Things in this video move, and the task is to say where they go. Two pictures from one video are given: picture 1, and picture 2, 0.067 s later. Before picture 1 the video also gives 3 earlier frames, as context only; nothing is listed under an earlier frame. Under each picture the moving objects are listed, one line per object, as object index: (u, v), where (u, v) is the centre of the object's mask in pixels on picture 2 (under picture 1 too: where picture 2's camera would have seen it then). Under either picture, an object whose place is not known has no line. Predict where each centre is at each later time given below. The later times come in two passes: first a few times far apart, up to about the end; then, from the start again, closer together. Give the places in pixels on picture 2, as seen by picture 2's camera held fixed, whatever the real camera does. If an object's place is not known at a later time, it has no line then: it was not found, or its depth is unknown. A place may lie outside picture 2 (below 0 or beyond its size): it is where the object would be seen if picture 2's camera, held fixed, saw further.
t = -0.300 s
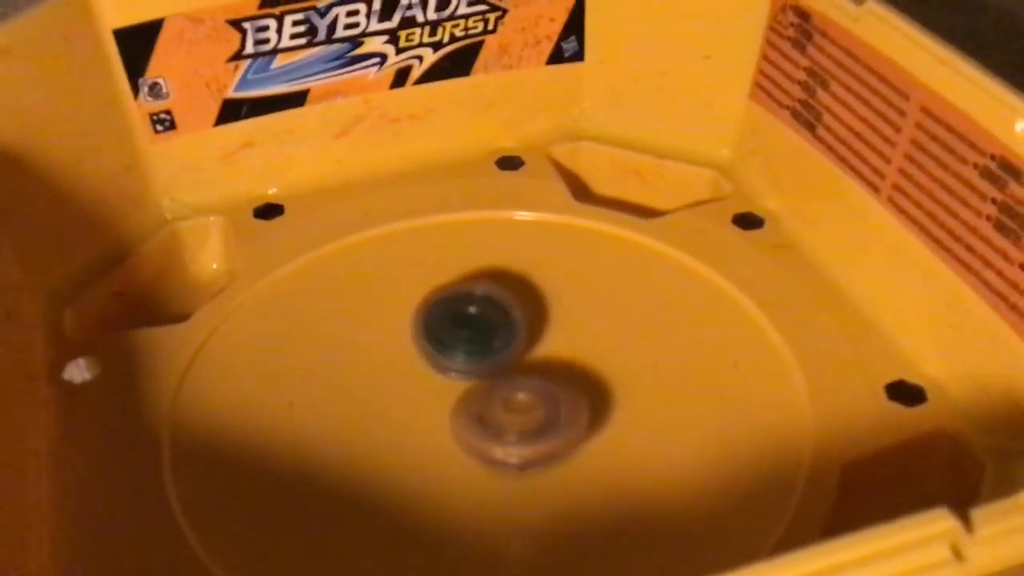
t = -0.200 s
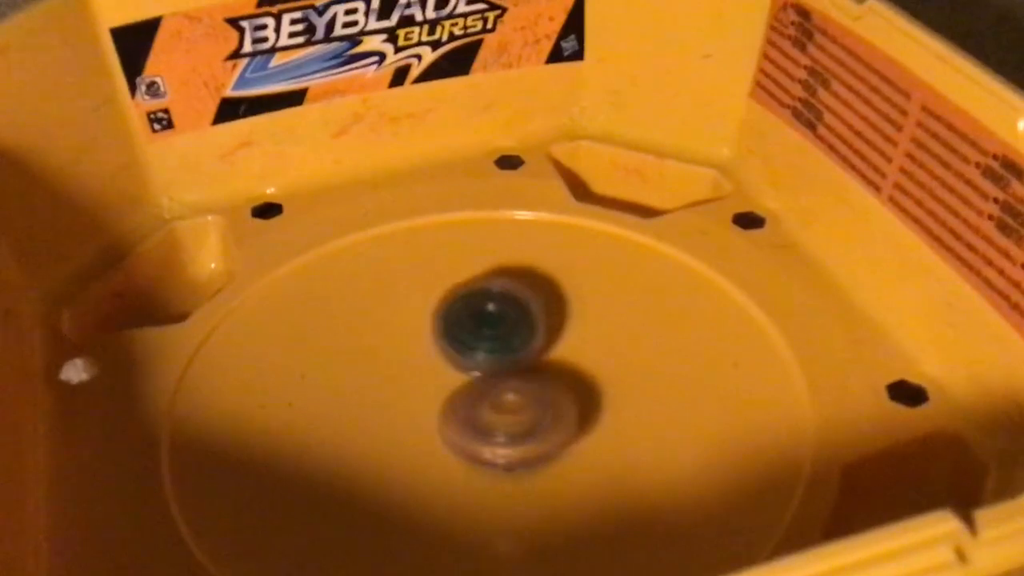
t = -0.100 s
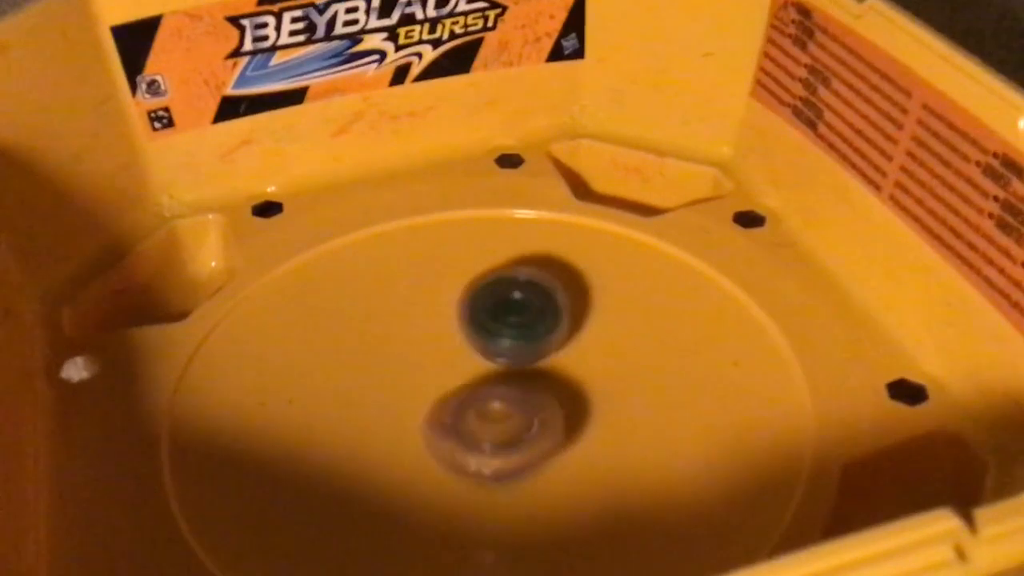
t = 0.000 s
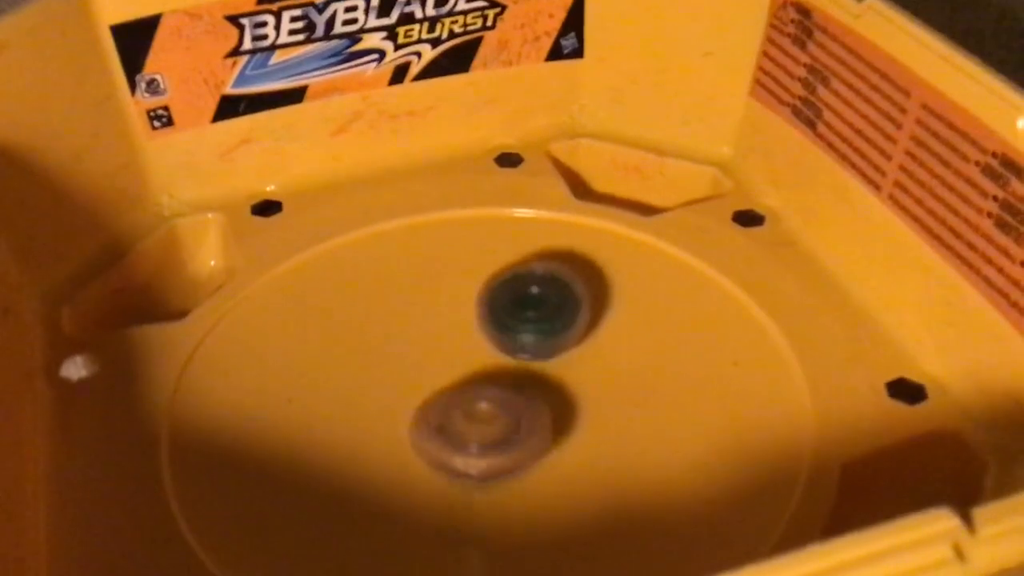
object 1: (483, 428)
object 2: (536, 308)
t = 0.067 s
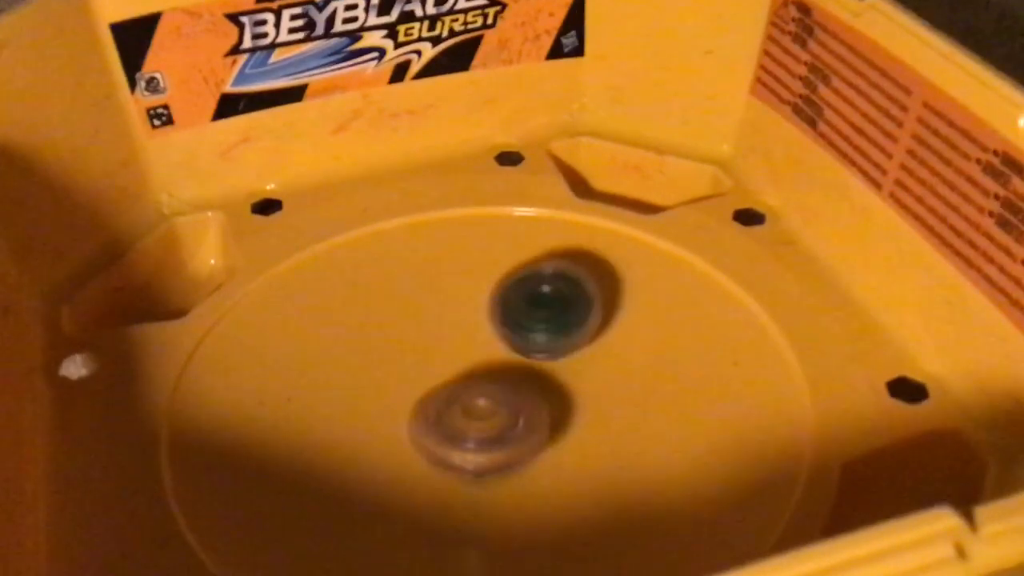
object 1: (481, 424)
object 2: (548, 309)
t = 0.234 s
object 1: (478, 415)
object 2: (571, 320)
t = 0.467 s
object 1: (455, 397)
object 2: (608, 349)
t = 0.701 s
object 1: (457, 385)
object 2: (619, 384)
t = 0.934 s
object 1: (464, 368)
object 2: (604, 430)
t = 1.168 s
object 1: (475, 360)
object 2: (568, 462)
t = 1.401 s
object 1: (496, 364)
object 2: (503, 473)
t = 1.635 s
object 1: (514, 362)
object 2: (446, 457)
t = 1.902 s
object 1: (553, 357)
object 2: (394, 421)
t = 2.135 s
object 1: (552, 365)
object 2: (400, 380)
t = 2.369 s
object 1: (550, 388)
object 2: (422, 343)
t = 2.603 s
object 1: (535, 412)
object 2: (461, 315)
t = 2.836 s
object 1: (507, 416)
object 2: (504, 309)
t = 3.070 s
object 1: (482, 411)
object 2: (548, 327)
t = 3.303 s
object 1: (450, 407)
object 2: (595, 345)
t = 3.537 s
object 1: (460, 394)
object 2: (598, 384)
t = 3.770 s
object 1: (459, 381)
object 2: (586, 421)
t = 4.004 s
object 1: (473, 366)
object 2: (544, 453)
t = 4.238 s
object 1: (496, 348)
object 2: (494, 478)
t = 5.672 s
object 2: (469, 338)
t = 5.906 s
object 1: (527, 421)
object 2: (494, 329)
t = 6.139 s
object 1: (511, 431)
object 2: (519, 311)
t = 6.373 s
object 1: (519, 425)
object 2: (529, 326)
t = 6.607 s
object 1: (506, 432)
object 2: (523, 335)
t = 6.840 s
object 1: (463, 445)
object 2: (526, 324)
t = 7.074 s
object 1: (452, 411)
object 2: (532, 322)
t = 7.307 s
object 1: (478, 404)
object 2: (547, 318)
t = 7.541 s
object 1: (529, 440)
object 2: (518, 339)
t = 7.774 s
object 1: (513, 449)
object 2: (459, 364)
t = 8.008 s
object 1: (514, 427)
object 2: (417, 344)
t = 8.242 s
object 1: (554, 400)
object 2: (423, 340)
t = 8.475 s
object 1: (566, 409)
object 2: (457, 362)
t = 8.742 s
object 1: (535, 434)
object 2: (451, 355)
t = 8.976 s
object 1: (547, 423)
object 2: (458, 347)
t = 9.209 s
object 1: (526, 455)
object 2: (507, 343)
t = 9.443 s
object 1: (488, 447)
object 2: (531, 379)
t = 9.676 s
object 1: (471, 463)
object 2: (549, 376)
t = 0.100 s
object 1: (481, 423)
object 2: (552, 310)
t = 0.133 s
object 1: (480, 421)
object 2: (559, 311)
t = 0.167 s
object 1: (480, 419)
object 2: (563, 314)
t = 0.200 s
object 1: (479, 417)
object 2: (567, 316)
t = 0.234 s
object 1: (478, 415)
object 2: (571, 320)
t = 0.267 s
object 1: (477, 412)
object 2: (575, 324)
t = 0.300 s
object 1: (477, 410)
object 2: (578, 328)
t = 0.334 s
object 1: (476, 407)
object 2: (581, 333)
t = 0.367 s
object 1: (476, 405)
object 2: (584, 338)
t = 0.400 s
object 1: (475, 402)
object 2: (586, 344)
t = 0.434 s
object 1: (463, 400)
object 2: (600, 346)
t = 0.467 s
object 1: (455, 397)
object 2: (608, 349)
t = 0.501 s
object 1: (452, 395)
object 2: (612, 353)
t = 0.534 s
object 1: (450, 393)
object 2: (615, 358)
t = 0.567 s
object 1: (451, 391)
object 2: (618, 362)
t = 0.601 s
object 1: (452, 389)
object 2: (619, 368)
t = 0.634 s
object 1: (453, 388)
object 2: (620, 373)
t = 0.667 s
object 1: (455, 387)
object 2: (620, 379)
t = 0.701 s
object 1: (457, 385)
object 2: (619, 384)
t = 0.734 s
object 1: (459, 385)
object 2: (616, 390)
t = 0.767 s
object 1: (461, 383)
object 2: (614, 396)
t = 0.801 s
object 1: (464, 381)
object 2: (610, 401)
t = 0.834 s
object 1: (468, 380)
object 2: (605, 407)
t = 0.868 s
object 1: (472, 379)
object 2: (600, 412)
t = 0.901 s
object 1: (472, 375)
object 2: (598, 419)
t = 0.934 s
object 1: (464, 368)
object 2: (604, 430)
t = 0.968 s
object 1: (461, 362)
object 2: (601, 437)
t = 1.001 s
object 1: (463, 358)
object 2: (598, 442)
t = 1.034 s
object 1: (464, 358)
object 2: (594, 447)
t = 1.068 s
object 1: (467, 357)
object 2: (589, 451)
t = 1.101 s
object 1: (470, 358)
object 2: (582, 456)
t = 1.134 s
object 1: (474, 358)
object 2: (575, 459)
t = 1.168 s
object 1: (475, 360)
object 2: (568, 462)
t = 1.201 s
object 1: (479, 361)
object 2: (560, 465)
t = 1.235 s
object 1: (480, 364)
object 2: (551, 466)
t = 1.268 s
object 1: (484, 364)
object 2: (543, 467)
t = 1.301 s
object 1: (486, 366)
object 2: (531, 469)
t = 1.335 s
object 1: (488, 367)
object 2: (522, 467)
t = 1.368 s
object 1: (491, 367)
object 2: (514, 466)
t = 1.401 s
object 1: (496, 364)
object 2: (503, 473)
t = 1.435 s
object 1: (502, 358)
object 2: (492, 475)
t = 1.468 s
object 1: (505, 358)
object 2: (484, 473)
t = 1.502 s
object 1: (508, 357)
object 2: (476, 471)
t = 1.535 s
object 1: (509, 359)
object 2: (468, 469)
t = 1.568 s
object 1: (512, 359)
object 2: (462, 466)
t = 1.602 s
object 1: (514, 360)
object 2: (454, 462)
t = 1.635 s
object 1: (514, 362)
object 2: (446, 457)
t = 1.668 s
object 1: (517, 363)
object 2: (440, 453)
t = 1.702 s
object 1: (518, 364)
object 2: (436, 447)
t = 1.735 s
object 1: (520, 365)
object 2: (430, 441)
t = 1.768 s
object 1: (527, 364)
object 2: (419, 439)
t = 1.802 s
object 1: (538, 360)
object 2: (407, 436)
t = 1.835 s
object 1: (547, 357)
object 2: (401, 431)
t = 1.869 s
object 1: (550, 357)
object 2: (397, 427)
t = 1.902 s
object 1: (553, 357)
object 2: (394, 421)
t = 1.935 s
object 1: (555, 358)
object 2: (392, 415)
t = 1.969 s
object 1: (555, 359)
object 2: (390, 409)
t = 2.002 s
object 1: (555, 360)
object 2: (391, 403)
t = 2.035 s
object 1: (553, 362)
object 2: (392, 397)
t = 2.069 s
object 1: (553, 363)
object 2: (394, 391)
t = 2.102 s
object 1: (552, 365)
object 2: (396, 385)
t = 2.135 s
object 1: (552, 365)
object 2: (400, 380)
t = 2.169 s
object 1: (550, 368)
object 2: (403, 375)
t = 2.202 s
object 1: (547, 371)
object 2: (409, 369)
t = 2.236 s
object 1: (548, 373)
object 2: (413, 364)
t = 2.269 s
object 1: (553, 378)
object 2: (411, 357)
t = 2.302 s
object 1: (555, 381)
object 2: (413, 351)
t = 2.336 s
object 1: (552, 385)
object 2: (417, 347)
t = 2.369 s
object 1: (550, 388)
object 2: (422, 343)
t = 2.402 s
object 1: (548, 391)
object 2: (427, 339)
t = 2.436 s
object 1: (545, 392)
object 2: (435, 335)
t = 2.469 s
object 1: (542, 394)
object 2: (441, 333)
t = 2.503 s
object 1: (540, 396)
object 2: (447, 330)
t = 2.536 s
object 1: (535, 402)
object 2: (453, 326)
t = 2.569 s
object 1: (536, 409)
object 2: (456, 318)
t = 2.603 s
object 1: (535, 412)
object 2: (461, 315)
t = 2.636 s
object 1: (534, 412)
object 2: (468, 312)
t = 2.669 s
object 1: (529, 416)
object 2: (472, 310)
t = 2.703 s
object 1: (526, 416)
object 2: (479, 309)
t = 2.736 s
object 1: (520, 417)
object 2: (485, 308)
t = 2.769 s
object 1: (515, 417)
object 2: (491, 308)
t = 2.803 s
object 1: (510, 417)
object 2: (497, 308)
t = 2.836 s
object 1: (507, 416)
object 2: (504, 309)
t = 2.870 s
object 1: (505, 414)
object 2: (511, 310)
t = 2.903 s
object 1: (503, 413)
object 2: (517, 313)
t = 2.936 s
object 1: (500, 412)
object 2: (524, 315)
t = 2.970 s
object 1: (497, 411)
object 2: (530, 318)
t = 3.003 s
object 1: (492, 411)
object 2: (536, 320)
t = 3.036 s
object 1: (488, 411)
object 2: (542, 324)
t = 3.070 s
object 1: (482, 411)
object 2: (548, 327)
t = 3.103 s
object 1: (476, 411)
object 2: (556, 330)
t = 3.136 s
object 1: (468, 410)
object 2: (568, 328)
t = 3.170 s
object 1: (461, 410)
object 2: (576, 330)
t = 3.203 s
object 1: (457, 408)
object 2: (582, 332)
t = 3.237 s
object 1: (452, 409)
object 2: (587, 336)
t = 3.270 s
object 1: (451, 408)
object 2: (591, 341)
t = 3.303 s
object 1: (450, 407)
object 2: (595, 345)
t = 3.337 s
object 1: (452, 404)
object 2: (597, 350)
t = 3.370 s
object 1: (453, 401)
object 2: (598, 356)
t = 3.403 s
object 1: (452, 402)
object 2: (598, 361)
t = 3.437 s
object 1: (455, 401)
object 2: (598, 367)
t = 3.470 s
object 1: (457, 399)
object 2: (597, 373)
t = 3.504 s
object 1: (460, 397)
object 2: (595, 379)
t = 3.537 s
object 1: (460, 394)
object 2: (598, 384)
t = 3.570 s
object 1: (452, 390)
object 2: (606, 390)
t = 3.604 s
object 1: (448, 388)
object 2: (606, 396)
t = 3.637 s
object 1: (449, 387)
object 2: (605, 401)
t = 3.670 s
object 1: (452, 384)
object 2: (602, 406)
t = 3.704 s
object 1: (452, 383)
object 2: (597, 412)
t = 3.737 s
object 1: (455, 382)
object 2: (593, 416)
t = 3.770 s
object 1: (459, 381)
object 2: (586, 421)
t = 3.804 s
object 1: (461, 380)
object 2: (581, 426)
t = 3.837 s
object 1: (462, 374)
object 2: (580, 433)
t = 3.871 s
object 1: (463, 373)
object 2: (574, 438)
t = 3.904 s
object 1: (465, 372)
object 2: (567, 443)
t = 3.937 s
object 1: (470, 370)
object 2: (559, 446)
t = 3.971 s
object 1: (472, 369)
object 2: (553, 451)
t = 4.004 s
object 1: (473, 366)
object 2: (544, 453)
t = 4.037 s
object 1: (477, 364)
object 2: (536, 454)
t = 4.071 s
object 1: (483, 364)
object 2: (529, 456)
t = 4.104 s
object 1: (487, 358)
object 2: (523, 466)
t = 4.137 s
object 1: (486, 351)
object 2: (517, 474)
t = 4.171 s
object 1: (489, 348)
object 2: (508, 477)
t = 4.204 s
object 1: (493, 348)
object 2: (500, 478)
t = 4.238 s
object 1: (496, 348)
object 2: (494, 478)
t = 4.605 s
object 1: (522, 367)
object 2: (431, 441)
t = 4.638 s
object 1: (529, 366)
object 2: (420, 441)
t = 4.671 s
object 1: (536, 364)
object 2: (411, 439)
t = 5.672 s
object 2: (469, 338)
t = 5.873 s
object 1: (530, 422)
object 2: (491, 330)
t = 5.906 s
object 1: (527, 421)
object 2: (494, 329)
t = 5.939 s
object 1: (526, 421)
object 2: (496, 327)
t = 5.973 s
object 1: (520, 431)
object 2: (503, 318)
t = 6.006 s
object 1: (516, 435)
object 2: (509, 314)
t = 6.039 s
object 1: (512, 436)
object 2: (512, 312)
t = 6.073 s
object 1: (511, 434)
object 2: (514, 311)
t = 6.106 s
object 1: (509, 433)
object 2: (516, 311)
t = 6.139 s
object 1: (511, 431)
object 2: (519, 311)
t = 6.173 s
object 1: (511, 430)
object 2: (522, 311)
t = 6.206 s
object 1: (511, 428)
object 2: (524, 313)
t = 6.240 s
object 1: (512, 427)
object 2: (526, 315)
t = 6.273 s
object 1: (513, 427)
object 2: (528, 318)
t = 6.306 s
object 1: (514, 426)
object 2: (528, 321)
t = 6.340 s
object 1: (515, 425)
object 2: (529, 323)
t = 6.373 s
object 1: (519, 425)
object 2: (529, 326)
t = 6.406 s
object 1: (516, 429)
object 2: (530, 326)
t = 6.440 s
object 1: (513, 428)
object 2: (530, 327)
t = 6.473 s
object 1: (511, 430)
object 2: (529, 330)
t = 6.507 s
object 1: (507, 429)
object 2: (529, 329)
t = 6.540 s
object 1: (506, 430)
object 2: (527, 332)
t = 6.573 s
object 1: (506, 431)
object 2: (523, 334)
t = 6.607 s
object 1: (506, 432)
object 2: (523, 335)
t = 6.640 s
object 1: (499, 438)
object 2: (528, 329)
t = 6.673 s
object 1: (489, 444)
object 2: (533, 325)
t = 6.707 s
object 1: (481, 447)
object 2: (532, 325)
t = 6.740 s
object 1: (477, 447)
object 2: (530, 324)
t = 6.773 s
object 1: (471, 446)
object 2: (529, 323)
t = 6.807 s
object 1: (463, 446)
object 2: (528, 323)
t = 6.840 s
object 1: (463, 445)
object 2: (526, 324)
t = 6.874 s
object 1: (459, 440)
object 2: (525, 323)
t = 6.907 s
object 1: (455, 437)
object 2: (523, 324)
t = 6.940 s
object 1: (456, 432)
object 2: (520, 326)
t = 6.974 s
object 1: (456, 426)
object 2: (519, 326)
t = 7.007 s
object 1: (459, 418)
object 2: (517, 327)
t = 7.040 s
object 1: (459, 416)
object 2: (519, 327)
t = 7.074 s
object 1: (452, 411)
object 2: (532, 322)
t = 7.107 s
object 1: (445, 416)
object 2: (541, 317)
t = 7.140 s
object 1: (441, 410)
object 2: (548, 316)
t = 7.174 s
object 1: (442, 410)
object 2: (547, 317)
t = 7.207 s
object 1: (443, 409)
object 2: (545, 318)
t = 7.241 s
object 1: (454, 406)
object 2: (546, 317)
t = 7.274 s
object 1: (466, 405)
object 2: (547, 317)
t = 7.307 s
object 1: (478, 404)
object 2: (547, 318)
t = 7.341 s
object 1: (489, 410)
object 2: (545, 319)
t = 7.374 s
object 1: (501, 415)
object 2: (542, 320)
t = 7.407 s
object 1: (506, 419)
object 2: (539, 322)
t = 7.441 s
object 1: (514, 424)
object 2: (535, 326)
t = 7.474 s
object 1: (522, 429)
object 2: (532, 330)
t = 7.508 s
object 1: (527, 435)
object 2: (525, 335)
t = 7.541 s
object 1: (529, 440)
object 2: (518, 339)
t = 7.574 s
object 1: (528, 444)
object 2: (512, 344)
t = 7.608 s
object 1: (529, 447)
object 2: (504, 348)
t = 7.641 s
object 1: (526, 449)
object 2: (495, 353)
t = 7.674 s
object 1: (522, 449)
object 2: (486, 357)
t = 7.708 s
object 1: (520, 449)
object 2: (476, 361)
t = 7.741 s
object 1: (517, 448)
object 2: (469, 363)
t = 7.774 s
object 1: (513, 449)
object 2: (459, 364)
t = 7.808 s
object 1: (515, 446)
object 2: (451, 366)
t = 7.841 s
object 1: (512, 443)
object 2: (445, 364)
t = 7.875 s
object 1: (509, 439)
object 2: (432, 359)
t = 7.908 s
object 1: (508, 438)
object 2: (428, 355)
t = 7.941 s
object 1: (506, 434)
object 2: (422, 351)
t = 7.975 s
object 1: (512, 427)
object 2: (417, 348)
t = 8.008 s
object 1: (514, 427)
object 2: (417, 344)
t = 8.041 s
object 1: (521, 416)
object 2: (415, 342)
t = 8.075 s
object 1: (524, 414)
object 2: (417, 340)
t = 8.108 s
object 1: (529, 410)
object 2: (416, 339)
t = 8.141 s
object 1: (537, 405)
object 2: (417, 339)
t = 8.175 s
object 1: (543, 403)
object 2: (418, 338)
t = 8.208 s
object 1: (549, 401)
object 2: (421, 339)
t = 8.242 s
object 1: (554, 400)
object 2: (423, 340)
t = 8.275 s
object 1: (559, 400)
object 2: (428, 341)
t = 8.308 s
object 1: (562, 400)
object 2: (434, 344)
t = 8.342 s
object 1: (563, 401)
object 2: (441, 349)
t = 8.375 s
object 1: (563, 400)
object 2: (448, 355)
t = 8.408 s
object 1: (563, 402)
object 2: (457, 361)
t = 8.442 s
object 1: (566, 408)
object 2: (455, 362)
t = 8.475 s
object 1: (566, 409)
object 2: (457, 362)
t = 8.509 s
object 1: (564, 413)
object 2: (456, 364)
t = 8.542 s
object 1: (558, 417)
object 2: (457, 366)
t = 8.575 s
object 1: (554, 423)
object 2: (455, 365)
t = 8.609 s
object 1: (553, 425)
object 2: (454, 363)
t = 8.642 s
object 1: (548, 432)
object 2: (456, 363)
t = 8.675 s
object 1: (539, 433)
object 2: (452, 361)
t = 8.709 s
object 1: (541, 433)
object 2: (451, 359)
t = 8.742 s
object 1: (535, 434)
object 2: (451, 355)
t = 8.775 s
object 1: (531, 431)
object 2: (448, 351)
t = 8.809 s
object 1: (537, 426)
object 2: (449, 349)
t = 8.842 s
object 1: (540, 428)
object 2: (450, 347)
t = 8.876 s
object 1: (541, 426)
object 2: (451, 346)
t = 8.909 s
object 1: (544, 422)
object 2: (453, 345)
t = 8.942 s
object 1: (548, 425)
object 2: (457, 346)
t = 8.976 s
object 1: (547, 423)
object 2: (458, 347)
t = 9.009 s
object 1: (546, 421)
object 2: (460, 347)
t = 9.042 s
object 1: (544, 432)
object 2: (471, 340)
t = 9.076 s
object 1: (541, 445)
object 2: (480, 334)
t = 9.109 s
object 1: (534, 450)
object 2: (489, 335)
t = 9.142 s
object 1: (531, 454)
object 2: (493, 337)
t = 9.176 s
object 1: (527, 457)
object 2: (501, 338)
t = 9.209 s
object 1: (526, 455)
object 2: (507, 343)
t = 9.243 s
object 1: (522, 458)
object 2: (510, 348)
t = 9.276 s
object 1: (518, 457)
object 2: (516, 354)
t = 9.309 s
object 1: (520, 452)
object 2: (519, 361)
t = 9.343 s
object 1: (511, 453)
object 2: (522, 368)
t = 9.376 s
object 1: (511, 453)
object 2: (524, 374)
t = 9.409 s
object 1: (497, 447)
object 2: (527, 377)
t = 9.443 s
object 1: (488, 447)
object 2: (531, 379)
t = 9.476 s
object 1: (476, 449)
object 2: (541, 379)
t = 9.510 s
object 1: (462, 450)
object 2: (546, 377)
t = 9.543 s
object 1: (460, 451)
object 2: (550, 380)
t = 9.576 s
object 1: (459, 450)
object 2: (551, 380)
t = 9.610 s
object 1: (464, 452)
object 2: (548, 377)
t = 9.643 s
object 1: (469, 460)
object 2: (547, 377)
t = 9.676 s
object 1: (471, 463)
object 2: (549, 376)
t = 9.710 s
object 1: (474, 462)
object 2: (549, 375)
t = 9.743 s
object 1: (475, 463)
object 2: (551, 374)
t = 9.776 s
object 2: (549, 374)
